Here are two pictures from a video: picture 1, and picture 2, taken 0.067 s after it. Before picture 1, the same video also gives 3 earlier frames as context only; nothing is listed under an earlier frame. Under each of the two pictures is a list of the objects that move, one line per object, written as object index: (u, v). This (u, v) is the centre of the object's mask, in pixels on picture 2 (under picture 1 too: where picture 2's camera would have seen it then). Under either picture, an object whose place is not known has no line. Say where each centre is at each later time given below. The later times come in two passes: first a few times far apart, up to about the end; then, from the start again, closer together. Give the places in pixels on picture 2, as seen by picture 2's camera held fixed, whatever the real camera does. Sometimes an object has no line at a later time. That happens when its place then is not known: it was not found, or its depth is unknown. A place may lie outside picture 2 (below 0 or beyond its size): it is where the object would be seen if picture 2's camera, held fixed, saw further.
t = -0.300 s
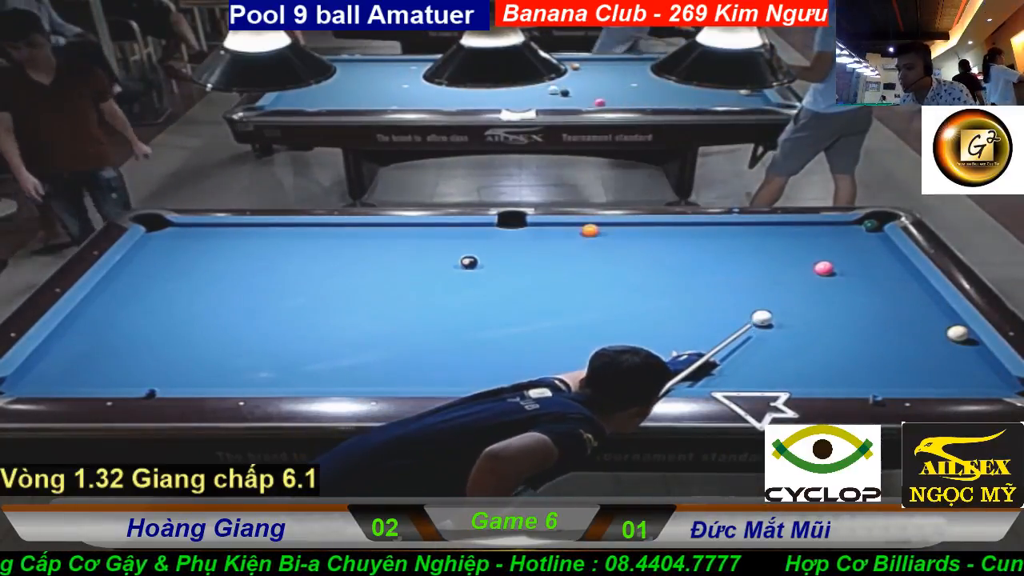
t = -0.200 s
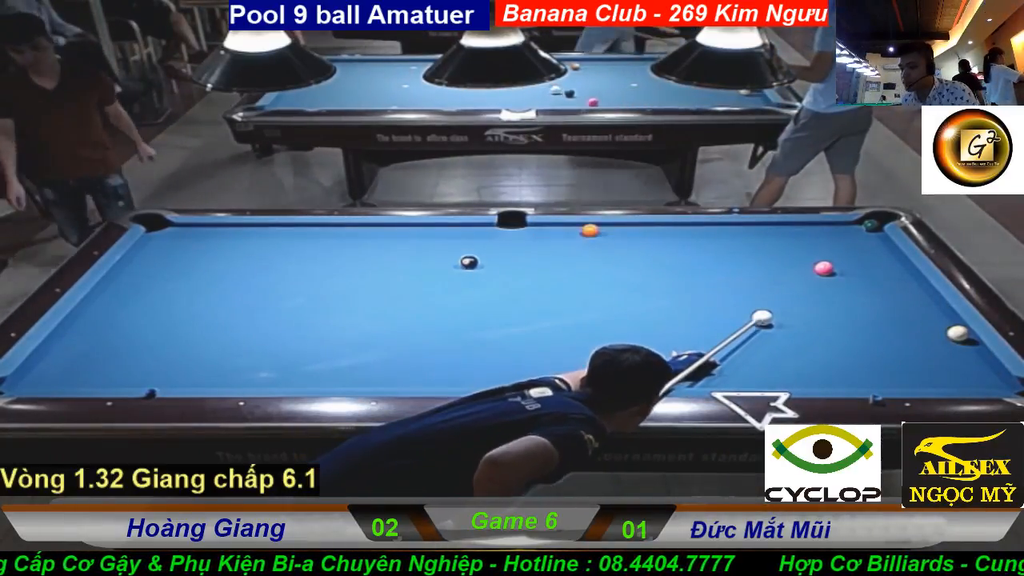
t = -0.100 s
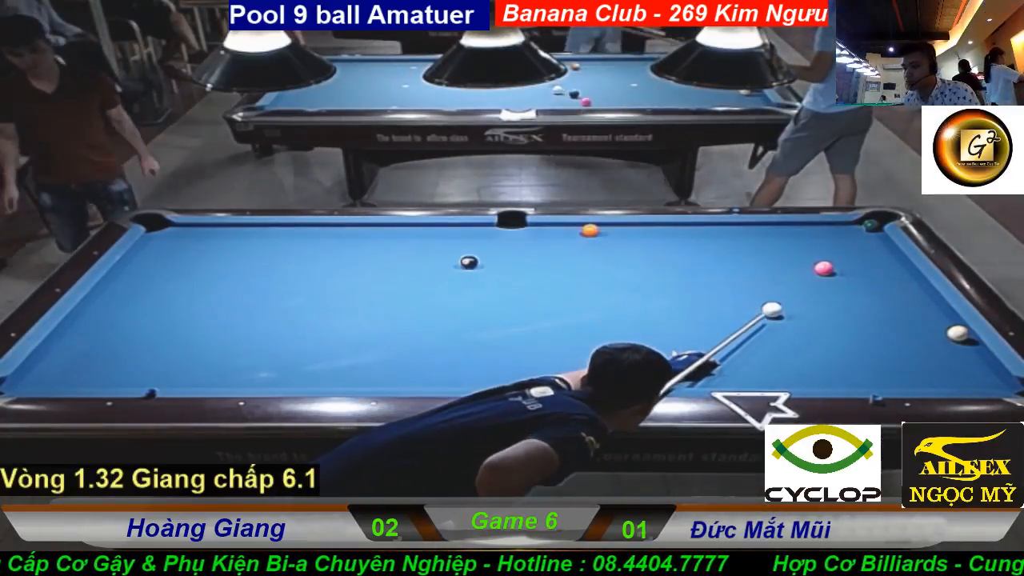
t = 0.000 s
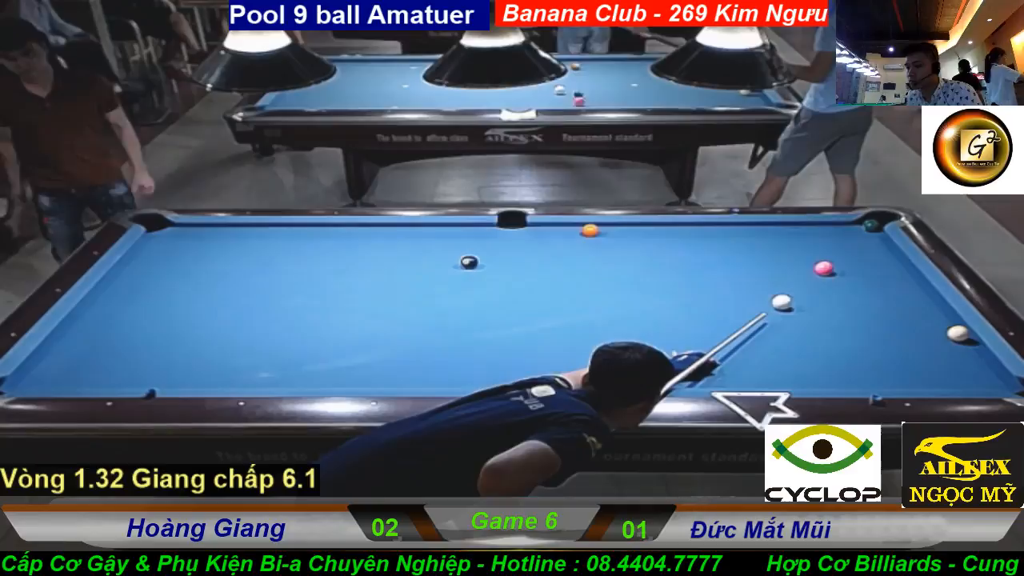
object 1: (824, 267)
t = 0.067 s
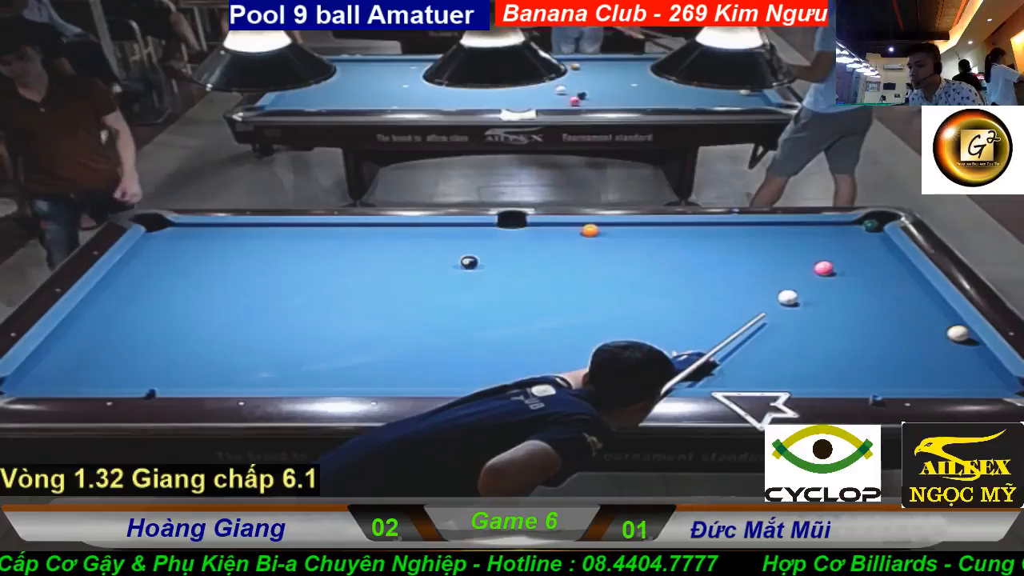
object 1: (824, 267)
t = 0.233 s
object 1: (824, 267)
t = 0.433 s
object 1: (826, 265)
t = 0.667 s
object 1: (836, 257)
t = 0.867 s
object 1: (844, 250)
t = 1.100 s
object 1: (853, 242)
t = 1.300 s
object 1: (860, 237)
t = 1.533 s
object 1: (868, 231)
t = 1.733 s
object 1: (872, 228)
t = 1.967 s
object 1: (873, 229)
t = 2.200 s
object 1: (873, 228)
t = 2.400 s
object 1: (873, 228)
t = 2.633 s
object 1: (873, 228)
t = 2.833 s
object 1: (873, 228)
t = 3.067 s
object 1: (873, 228)
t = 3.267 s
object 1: (873, 228)
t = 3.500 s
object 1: (873, 228)
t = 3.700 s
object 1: (873, 228)
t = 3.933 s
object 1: (873, 228)
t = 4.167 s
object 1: (873, 228)
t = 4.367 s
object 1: (873, 228)
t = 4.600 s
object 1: (873, 228)
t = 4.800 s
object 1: (873, 228)
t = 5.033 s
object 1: (872, 228)
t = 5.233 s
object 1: (873, 228)
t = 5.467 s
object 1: (873, 228)
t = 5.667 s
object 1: (873, 228)
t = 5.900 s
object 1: (873, 228)
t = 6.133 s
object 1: (872, 228)
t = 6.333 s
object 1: (872, 228)
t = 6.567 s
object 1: (872, 228)
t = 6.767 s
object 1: (872, 228)
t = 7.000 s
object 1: (872, 228)
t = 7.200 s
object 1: (872, 228)
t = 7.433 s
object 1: (872, 228)
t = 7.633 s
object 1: (872, 228)
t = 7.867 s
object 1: (872, 228)
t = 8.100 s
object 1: (872, 228)
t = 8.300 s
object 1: (872, 228)
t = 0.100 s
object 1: (824, 267)
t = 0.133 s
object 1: (824, 267)
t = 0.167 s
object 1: (824, 267)
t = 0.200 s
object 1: (824, 267)
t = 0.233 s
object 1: (824, 267)
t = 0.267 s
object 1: (824, 267)
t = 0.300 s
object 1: (824, 267)
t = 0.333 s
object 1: (824, 267)
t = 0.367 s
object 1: (824, 266)
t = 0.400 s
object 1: (825, 266)
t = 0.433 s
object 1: (826, 265)
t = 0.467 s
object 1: (827, 264)
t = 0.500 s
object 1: (829, 262)
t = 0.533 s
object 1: (830, 261)
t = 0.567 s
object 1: (832, 260)
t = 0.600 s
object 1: (833, 259)
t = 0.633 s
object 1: (834, 258)
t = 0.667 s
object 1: (836, 257)
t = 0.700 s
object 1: (837, 256)
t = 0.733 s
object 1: (839, 254)
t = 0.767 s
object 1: (840, 253)
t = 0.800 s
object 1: (842, 252)
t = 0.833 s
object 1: (843, 251)
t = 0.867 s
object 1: (844, 250)
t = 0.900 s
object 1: (846, 249)
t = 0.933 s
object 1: (847, 247)
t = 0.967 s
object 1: (848, 247)
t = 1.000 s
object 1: (850, 245)
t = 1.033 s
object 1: (851, 244)
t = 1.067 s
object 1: (852, 244)
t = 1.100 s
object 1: (853, 242)
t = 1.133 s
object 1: (855, 242)
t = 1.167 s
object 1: (856, 240)
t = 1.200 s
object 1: (857, 239)
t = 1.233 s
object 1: (858, 238)
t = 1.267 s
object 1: (859, 237)
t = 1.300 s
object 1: (860, 237)
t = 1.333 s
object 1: (861, 236)
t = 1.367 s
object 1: (863, 235)
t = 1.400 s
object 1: (863, 234)
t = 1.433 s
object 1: (865, 233)
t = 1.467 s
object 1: (866, 232)
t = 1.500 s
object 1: (867, 231)
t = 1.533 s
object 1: (868, 231)
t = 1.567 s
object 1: (868, 230)
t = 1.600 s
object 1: (870, 229)
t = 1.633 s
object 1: (870, 230)
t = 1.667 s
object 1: (871, 229)
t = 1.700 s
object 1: (871, 228)
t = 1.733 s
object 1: (872, 228)
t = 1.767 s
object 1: (872, 229)
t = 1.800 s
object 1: (873, 229)
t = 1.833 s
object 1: (873, 229)
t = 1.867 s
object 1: (874, 229)
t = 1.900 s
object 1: (874, 229)
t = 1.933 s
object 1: (873, 229)
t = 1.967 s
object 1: (873, 229)
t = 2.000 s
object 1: (873, 228)
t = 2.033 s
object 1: (873, 228)
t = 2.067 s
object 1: (873, 228)
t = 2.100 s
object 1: (873, 228)
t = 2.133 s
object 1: (873, 228)
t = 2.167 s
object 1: (873, 228)
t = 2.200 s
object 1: (873, 228)
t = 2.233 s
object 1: (873, 228)
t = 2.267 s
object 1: (873, 228)
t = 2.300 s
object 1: (872, 228)
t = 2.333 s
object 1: (873, 228)
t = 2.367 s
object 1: (872, 228)
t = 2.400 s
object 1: (873, 228)
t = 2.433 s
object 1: (873, 228)
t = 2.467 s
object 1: (873, 228)
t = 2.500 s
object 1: (873, 228)
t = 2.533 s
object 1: (873, 228)
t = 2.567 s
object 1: (873, 228)
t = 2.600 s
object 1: (873, 228)
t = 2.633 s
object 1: (873, 228)
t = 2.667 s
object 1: (873, 228)
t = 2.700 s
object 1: (873, 228)
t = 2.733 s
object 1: (873, 228)
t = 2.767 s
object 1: (873, 228)
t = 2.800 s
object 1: (873, 228)
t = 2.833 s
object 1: (873, 228)
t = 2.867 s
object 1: (873, 228)
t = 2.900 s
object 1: (873, 228)
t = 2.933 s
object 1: (873, 228)
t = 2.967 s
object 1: (873, 228)
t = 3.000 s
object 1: (873, 228)
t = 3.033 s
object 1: (873, 228)
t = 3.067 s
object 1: (873, 228)
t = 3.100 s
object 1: (873, 228)
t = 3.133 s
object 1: (873, 228)
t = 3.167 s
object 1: (873, 228)
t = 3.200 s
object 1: (872, 228)
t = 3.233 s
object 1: (873, 228)
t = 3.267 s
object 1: (873, 228)
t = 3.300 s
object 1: (873, 228)
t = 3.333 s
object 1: (873, 228)
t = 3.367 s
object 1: (873, 228)
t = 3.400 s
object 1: (873, 228)
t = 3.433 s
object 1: (872, 228)
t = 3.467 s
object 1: (872, 228)
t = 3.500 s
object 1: (873, 228)
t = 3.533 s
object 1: (872, 228)
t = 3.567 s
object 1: (872, 228)
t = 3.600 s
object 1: (872, 228)
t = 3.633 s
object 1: (873, 228)
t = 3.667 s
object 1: (873, 228)
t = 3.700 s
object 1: (873, 228)
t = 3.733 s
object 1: (872, 228)
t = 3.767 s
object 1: (873, 228)
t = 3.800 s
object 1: (873, 228)
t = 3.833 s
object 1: (873, 228)
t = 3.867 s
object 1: (873, 228)
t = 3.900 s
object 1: (873, 228)
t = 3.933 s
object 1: (873, 228)
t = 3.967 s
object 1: (873, 228)
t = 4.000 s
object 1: (873, 228)
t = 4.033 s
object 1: (873, 228)
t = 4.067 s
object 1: (873, 228)
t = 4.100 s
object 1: (873, 228)
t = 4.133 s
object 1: (873, 228)
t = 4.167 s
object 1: (873, 228)
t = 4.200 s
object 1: (873, 228)
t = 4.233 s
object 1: (873, 228)
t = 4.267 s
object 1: (873, 228)
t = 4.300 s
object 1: (873, 228)
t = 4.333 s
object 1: (873, 228)
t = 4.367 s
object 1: (873, 228)
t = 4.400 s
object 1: (873, 228)
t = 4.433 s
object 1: (872, 228)
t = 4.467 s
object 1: (872, 228)
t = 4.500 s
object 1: (872, 228)
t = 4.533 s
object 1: (872, 228)
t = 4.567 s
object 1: (872, 228)
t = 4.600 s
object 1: (873, 228)
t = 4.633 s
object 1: (873, 228)
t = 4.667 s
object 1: (873, 228)
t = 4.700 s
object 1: (872, 228)
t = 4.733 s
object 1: (873, 228)
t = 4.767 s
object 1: (873, 228)
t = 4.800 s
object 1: (873, 228)
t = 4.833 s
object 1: (873, 228)
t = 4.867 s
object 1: (873, 228)
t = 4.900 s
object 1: (873, 228)
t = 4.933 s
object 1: (873, 228)
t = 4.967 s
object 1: (873, 228)
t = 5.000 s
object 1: (873, 228)
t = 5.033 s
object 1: (872, 228)
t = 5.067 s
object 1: (873, 228)
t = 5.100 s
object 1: (873, 228)
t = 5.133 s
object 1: (873, 228)
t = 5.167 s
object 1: (873, 228)
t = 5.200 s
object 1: (873, 228)
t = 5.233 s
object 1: (873, 228)
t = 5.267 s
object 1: (873, 228)
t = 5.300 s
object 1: (873, 228)
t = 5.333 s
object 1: (873, 228)
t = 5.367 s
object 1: (873, 228)
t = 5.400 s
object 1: (873, 228)
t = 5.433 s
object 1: (873, 228)
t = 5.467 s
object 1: (873, 228)
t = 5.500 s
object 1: (873, 228)
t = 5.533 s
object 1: (873, 228)
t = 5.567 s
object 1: (873, 228)
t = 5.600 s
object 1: (873, 228)
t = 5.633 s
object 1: (873, 228)
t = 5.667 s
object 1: (873, 228)
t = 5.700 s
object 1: (873, 228)
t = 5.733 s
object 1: (873, 228)
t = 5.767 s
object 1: (873, 228)
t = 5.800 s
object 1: (873, 228)
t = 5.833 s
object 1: (873, 228)
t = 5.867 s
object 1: (873, 228)
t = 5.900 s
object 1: (873, 228)
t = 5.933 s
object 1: (873, 228)
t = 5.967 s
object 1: (873, 228)
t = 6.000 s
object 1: (873, 228)
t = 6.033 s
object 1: (873, 228)
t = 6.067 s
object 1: (873, 228)
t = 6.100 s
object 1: (873, 228)
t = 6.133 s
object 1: (872, 228)
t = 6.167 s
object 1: (873, 228)
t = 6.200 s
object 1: (873, 228)
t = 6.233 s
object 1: (872, 228)
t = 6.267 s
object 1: (872, 228)
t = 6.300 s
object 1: (872, 228)
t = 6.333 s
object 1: (872, 228)
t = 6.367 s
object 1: (872, 228)
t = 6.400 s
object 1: (872, 228)
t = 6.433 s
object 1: (873, 228)
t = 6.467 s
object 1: (872, 228)
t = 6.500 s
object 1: (872, 228)
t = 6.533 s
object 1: (872, 228)
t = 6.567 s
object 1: (872, 228)
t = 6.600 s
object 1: (872, 228)
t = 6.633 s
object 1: (872, 228)
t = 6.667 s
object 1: (872, 228)
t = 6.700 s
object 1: (872, 228)
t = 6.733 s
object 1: (872, 228)
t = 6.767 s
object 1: (872, 228)
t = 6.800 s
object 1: (872, 228)
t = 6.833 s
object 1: (872, 228)
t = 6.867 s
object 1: (872, 228)
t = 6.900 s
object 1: (872, 228)
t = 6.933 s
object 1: (872, 228)
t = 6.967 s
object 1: (873, 228)
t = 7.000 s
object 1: (872, 228)
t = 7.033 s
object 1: (872, 228)
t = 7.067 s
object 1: (872, 228)
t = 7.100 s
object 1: (872, 228)
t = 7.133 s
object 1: (872, 228)
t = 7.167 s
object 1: (872, 228)
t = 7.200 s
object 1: (872, 228)
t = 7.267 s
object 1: (872, 228)
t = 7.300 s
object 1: (872, 228)
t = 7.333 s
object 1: (872, 228)
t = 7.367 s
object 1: (872, 228)
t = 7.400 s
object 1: (872, 228)
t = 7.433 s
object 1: (872, 228)
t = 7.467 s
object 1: (872, 228)
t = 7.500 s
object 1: (872, 228)
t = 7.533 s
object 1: (872, 228)
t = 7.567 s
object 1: (872, 228)
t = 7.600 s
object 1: (872, 228)
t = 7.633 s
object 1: (872, 228)
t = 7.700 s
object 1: (872, 228)
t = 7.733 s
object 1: (872, 228)
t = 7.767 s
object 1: (872, 228)
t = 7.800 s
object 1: (872, 228)
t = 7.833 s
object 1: (872, 228)
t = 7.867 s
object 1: (872, 228)
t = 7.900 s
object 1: (872, 228)
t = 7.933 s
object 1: (872, 228)
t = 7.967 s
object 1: (872, 228)
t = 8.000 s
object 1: (872, 228)
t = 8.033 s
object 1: (872, 228)
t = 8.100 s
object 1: (872, 228)
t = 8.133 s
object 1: (872, 228)
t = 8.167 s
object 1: (872, 228)
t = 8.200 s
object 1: (872, 228)
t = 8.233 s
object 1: (872, 228)
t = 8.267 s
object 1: (872, 228)
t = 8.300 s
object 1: (872, 228)
